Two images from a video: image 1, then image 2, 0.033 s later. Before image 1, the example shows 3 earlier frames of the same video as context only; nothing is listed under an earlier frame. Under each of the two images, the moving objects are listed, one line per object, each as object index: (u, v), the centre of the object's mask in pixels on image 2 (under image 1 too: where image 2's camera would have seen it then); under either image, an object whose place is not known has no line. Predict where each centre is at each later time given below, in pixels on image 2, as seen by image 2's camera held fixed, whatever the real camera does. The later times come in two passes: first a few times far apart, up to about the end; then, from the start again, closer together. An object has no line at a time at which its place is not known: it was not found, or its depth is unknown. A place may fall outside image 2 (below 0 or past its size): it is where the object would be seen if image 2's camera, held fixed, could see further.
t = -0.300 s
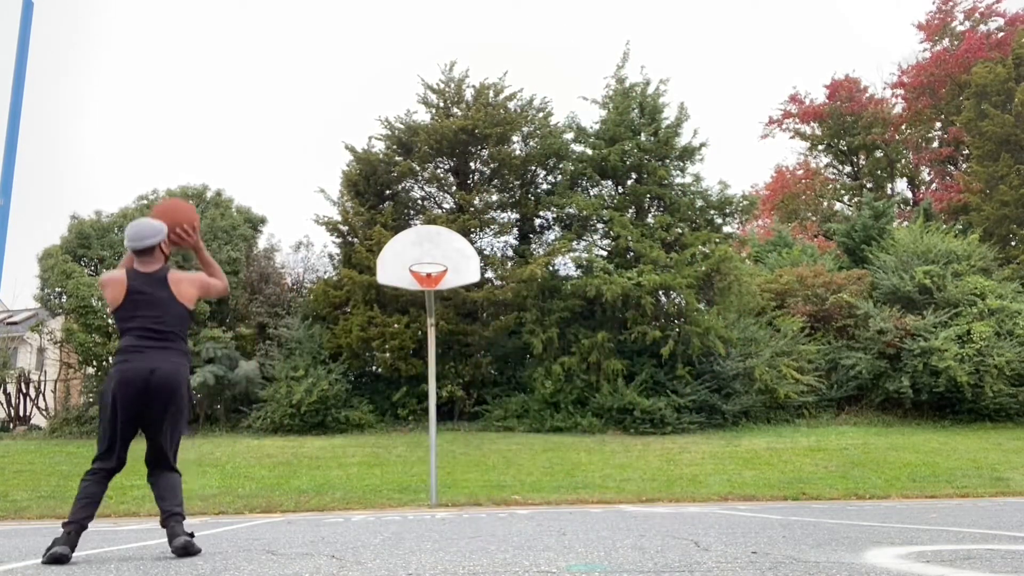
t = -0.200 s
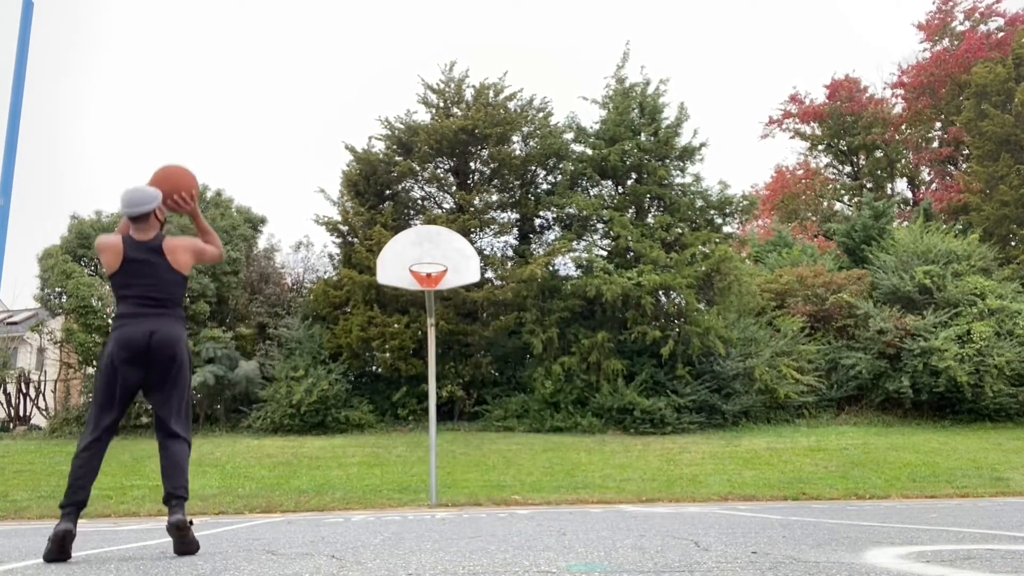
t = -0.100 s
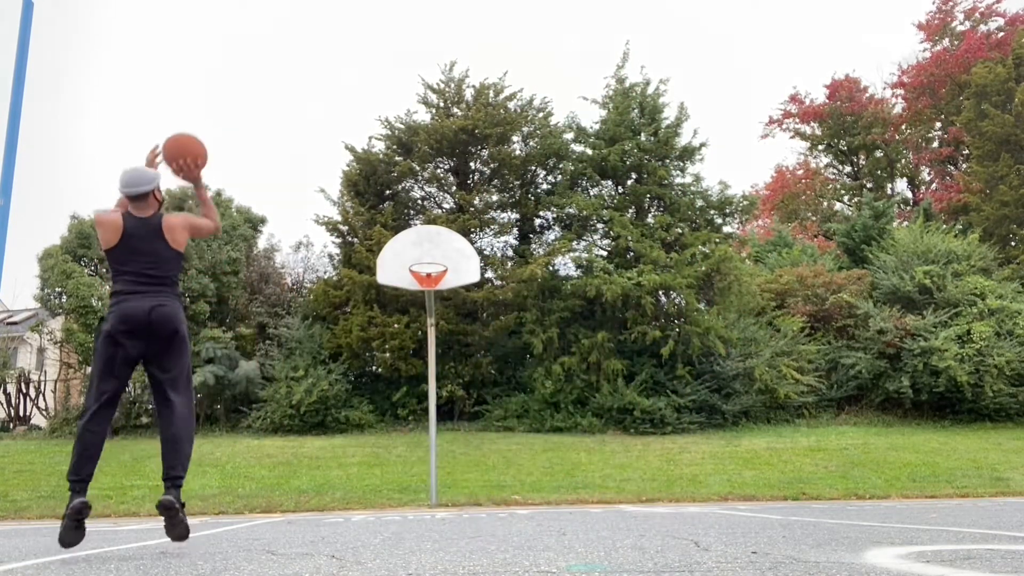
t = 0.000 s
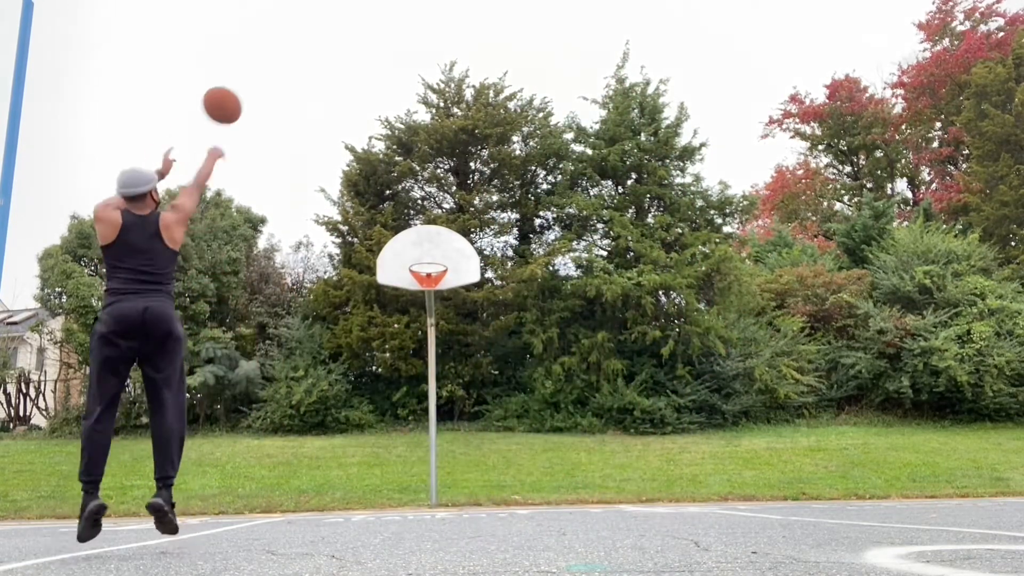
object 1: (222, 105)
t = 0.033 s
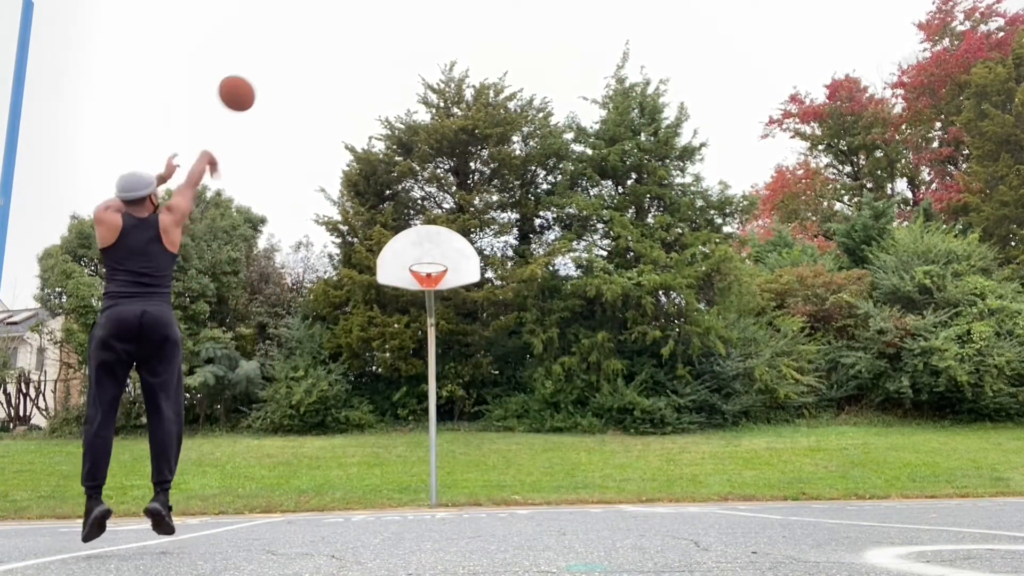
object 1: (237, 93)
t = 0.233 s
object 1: (302, 64)
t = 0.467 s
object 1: (352, 87)
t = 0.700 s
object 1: (388, 145)
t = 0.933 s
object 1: (414, 227)
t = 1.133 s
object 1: (433, 256)
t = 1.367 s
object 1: (446, 240)
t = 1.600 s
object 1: (463, 260)
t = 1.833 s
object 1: (484, 330)
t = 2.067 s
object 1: (512, 469)
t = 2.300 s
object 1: (525, 394)
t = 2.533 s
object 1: (536, 306)
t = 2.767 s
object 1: (550, 275)
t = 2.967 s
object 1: (566, 291)
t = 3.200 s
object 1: (590, 364)
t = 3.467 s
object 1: (625, 484)
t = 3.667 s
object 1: (641, 382)
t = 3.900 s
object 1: (667, 327)
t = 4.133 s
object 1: (702, 335)
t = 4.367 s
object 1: (748, 415)
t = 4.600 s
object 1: (792, 457)
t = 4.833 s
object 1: (820, 375)
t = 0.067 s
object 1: (250, 84)
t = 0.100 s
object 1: (262, 76)
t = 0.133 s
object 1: (273, 71)
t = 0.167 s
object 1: (283, 67)
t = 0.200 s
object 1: (293, 65)
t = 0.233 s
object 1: (302, 64)
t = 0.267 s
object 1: (310, 65)
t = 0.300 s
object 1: (318, 66)
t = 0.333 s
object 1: (325, 69)
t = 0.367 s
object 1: (333, 72)
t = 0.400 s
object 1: (339, 76)
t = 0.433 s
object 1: (346, 81)
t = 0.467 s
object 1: (352, 87)
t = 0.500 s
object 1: (357, 93)
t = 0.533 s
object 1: (363, 101)
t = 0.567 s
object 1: (368, 108)
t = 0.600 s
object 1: (373, 117)
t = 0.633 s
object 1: (378, 126)
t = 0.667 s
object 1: (383, 135)
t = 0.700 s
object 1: (388, 145)
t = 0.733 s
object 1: (391, 156)
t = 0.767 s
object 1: (395, 167)
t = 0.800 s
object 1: (398, 177)
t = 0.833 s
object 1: (403, 190)
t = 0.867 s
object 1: (407, 203)
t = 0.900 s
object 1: (410, 215)
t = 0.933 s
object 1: (414, 227)
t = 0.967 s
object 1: (418, 242)
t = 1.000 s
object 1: (422, 255)
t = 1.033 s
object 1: (424, 255)
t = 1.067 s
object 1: (427, 255)
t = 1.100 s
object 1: (430, 255)
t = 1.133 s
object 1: (433, 256)
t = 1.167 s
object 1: (435, 254)
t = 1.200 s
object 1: (436, 250)
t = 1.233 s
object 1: (438, 246)
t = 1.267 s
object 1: (440, 243)
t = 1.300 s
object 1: (442, 241)
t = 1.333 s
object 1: (444, 240)
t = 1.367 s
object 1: (446, 240)
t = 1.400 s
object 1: (448, 240)
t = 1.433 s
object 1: (451, 241)
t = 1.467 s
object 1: (453, 243)
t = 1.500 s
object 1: (455, 246)
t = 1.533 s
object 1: (458, 249)
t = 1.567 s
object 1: (460, 254)
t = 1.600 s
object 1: (463, 260)
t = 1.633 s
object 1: (466, 267)
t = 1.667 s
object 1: (468, 274)
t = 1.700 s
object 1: (471, 284)
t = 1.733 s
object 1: (475, 293)
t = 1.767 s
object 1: (477, 304)
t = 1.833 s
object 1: (484, 330)
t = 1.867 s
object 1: (488, 346)
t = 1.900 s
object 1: (491, 362)
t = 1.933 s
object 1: (495, 380)
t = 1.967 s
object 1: (499, 399)
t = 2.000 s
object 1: (503, 420)
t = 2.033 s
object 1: (507, 443)
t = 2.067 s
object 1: (512, 469)
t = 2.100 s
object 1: (517, 495)
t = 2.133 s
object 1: (518, 494)
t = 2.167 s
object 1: (521, 471)
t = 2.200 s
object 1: (522, 449)
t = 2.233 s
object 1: (523, 429)
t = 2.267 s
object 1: (524, 410)
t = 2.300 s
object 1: (525, 394)
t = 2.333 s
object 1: (527, 378)
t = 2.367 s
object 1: (528, 362)
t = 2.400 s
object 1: (530, 349)
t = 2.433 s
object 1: (531, 336)
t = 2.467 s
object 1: (533, 325)
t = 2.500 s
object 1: (534, 315)
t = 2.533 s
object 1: (536, 306)
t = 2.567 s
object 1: (538, 298)
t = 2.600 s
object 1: (540, 292)
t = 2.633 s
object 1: (542, 286)
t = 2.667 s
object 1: (544, 281)
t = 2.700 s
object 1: (546, 278)
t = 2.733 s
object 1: (548, 276)
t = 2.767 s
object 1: (550, 275)
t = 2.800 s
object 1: (552, 275)
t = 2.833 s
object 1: (555, 276)
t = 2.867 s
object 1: (558, 278)
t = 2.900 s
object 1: (561, 281)
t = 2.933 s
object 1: (563, 285)
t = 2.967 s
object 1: (566, 291)
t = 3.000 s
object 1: (569, 297)
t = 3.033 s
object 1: (573, 305)
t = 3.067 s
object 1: (576, 314)
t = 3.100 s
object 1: (579, 325)
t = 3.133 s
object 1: (583, 337)
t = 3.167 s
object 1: (587, 350)
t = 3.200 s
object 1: (590, 364)
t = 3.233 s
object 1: (594, 381)
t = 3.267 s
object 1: (599, 399)
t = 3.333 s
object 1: (608, 438)
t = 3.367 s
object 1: (612, 460)
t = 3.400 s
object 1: (618, 485)
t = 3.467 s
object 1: (625, 484)
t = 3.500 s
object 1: (627, 464)
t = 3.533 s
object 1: (630, 443)
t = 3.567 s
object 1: (632, 426)
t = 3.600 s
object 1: (635, 411)
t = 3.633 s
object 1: (638, 396)
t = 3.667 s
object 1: (641, 382)
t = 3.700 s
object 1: (645, 371)
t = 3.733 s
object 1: (648, 360)
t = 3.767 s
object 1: (652, 351)
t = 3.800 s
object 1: (655, 343)
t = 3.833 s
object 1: (659, 337)
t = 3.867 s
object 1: (663, 331)
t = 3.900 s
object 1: (667, 327)
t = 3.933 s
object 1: (672, 325)
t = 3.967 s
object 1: (677, 323)
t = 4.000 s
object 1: (681, 323)
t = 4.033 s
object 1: (686, 325)
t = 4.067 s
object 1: (691, 327)
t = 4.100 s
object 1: (696, 331)
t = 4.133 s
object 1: (702, 335)
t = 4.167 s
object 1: (708, 342)
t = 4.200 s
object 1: (714, 351)
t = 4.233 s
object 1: (720, 360)
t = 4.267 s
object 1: (727, 371)
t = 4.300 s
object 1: (733, 384)
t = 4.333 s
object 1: (740, 399)
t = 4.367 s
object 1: (748, 415)
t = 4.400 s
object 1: (755, 432)
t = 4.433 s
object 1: (764, 452)
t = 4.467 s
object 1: (772, 474)
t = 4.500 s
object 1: (781, 497)
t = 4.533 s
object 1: (786, 494)
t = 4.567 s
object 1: (789, 475)
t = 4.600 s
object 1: (792, 457)
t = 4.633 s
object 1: (795, 439)
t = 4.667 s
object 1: (799, 425)
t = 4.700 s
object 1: (803, 412)
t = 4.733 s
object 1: (806, 400)
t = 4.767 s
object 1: (811, 391)
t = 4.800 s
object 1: (815, 382)
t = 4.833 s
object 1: (820, 375)
